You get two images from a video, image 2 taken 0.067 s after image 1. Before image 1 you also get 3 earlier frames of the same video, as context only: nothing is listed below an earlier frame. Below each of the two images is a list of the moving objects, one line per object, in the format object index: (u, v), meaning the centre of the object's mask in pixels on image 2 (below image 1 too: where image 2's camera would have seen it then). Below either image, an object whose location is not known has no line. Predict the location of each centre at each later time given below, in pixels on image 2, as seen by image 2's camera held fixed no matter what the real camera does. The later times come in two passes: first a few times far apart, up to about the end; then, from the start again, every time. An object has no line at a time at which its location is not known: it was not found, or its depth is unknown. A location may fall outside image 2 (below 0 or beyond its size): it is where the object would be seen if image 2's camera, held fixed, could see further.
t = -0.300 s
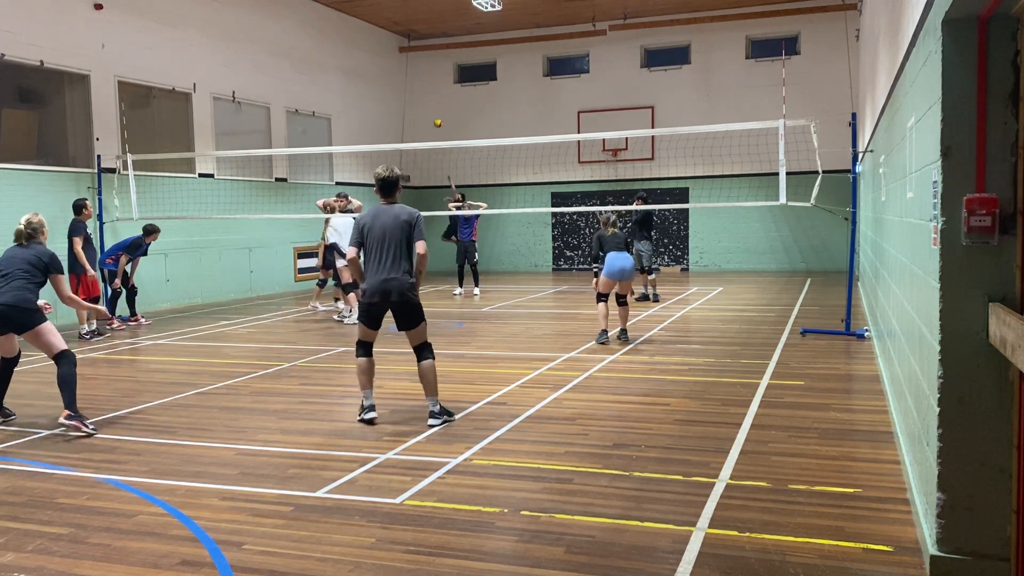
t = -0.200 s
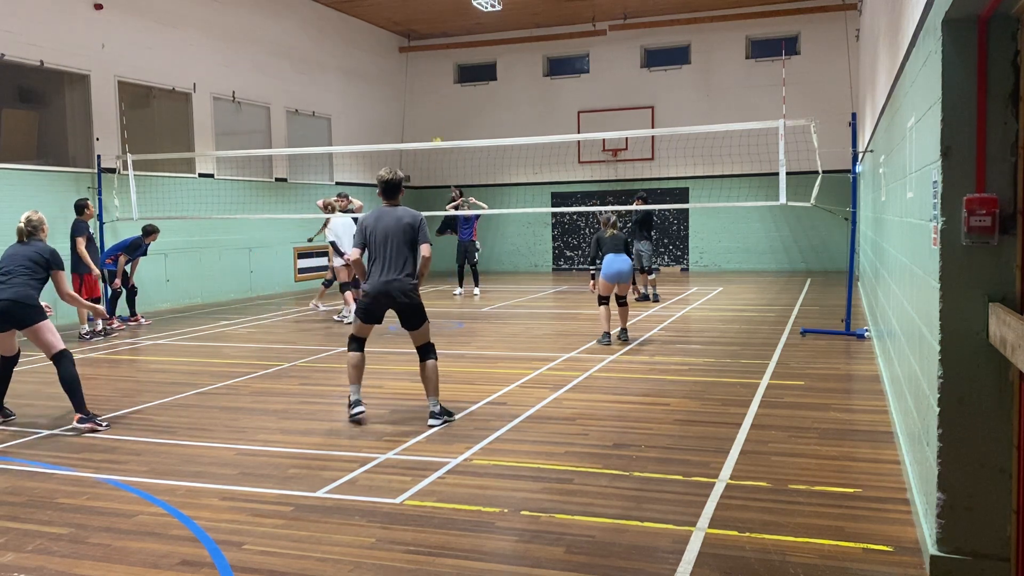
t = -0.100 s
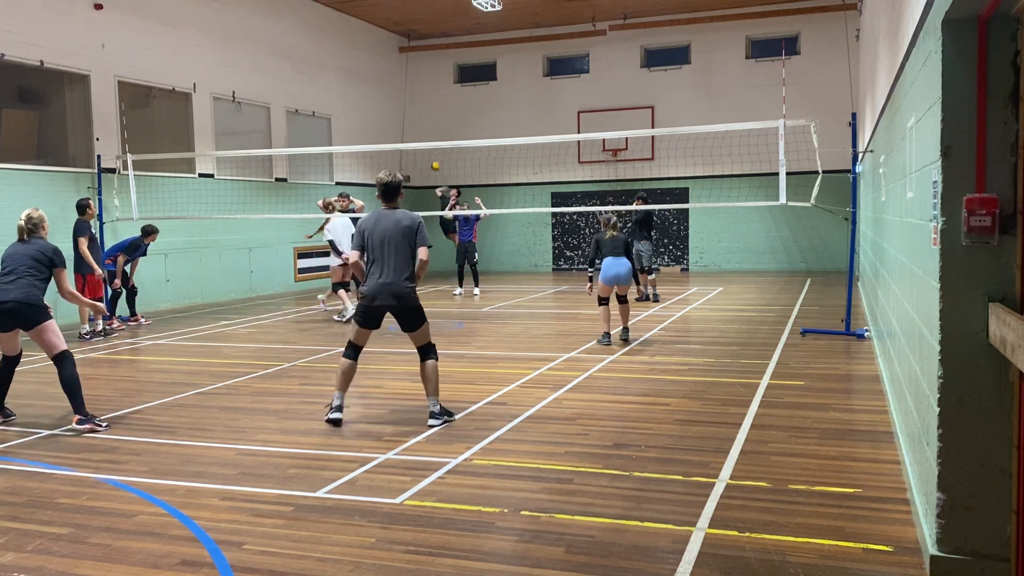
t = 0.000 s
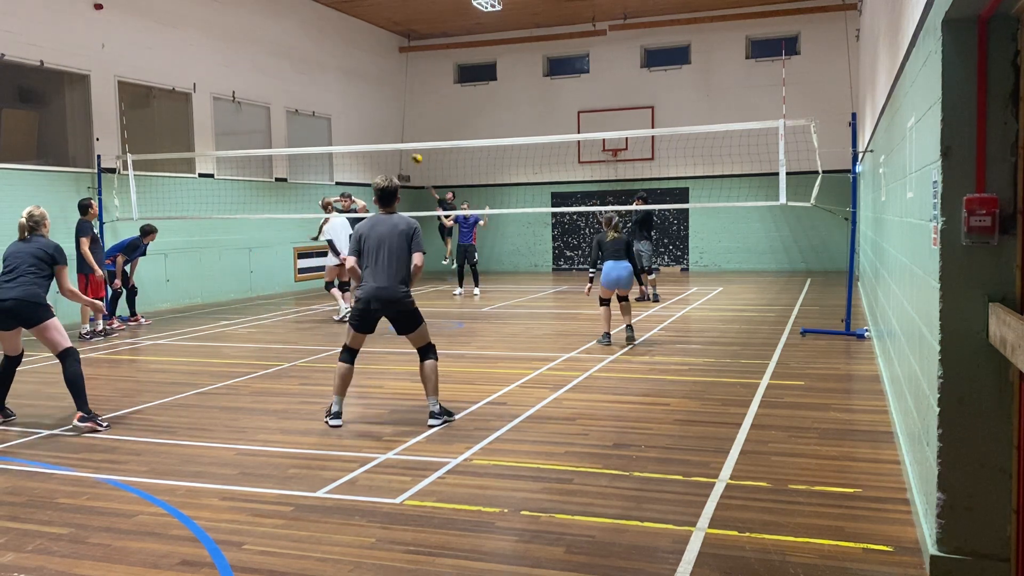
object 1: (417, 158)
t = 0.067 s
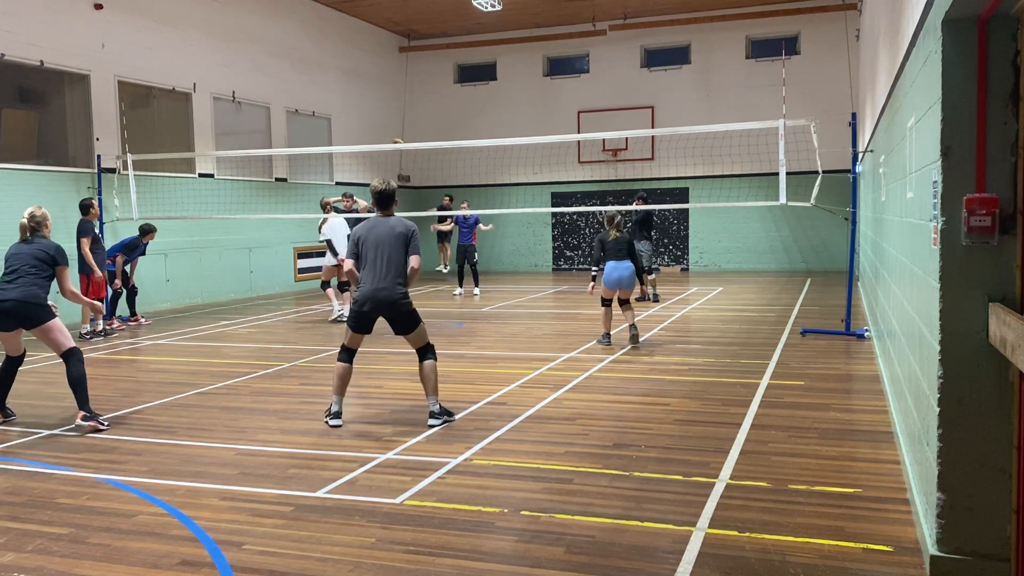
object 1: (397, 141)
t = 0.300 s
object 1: (316, 108)
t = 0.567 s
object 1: (170, 128)
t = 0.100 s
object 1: (387, 137)
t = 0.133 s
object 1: (377, 130)
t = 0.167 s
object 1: (367, 125)
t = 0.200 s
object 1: (354, 119)
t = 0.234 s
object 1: (343, 116)
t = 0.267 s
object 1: (330, 112)
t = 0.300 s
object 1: (316, 108)
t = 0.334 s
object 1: (302, 106)
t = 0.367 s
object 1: (287, 105)
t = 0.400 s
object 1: (270, 104)
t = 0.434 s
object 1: (253, 106)
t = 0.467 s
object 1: (235, 109)
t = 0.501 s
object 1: (215, 113)
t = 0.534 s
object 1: (193, 120)
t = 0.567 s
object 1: (170, 128)
